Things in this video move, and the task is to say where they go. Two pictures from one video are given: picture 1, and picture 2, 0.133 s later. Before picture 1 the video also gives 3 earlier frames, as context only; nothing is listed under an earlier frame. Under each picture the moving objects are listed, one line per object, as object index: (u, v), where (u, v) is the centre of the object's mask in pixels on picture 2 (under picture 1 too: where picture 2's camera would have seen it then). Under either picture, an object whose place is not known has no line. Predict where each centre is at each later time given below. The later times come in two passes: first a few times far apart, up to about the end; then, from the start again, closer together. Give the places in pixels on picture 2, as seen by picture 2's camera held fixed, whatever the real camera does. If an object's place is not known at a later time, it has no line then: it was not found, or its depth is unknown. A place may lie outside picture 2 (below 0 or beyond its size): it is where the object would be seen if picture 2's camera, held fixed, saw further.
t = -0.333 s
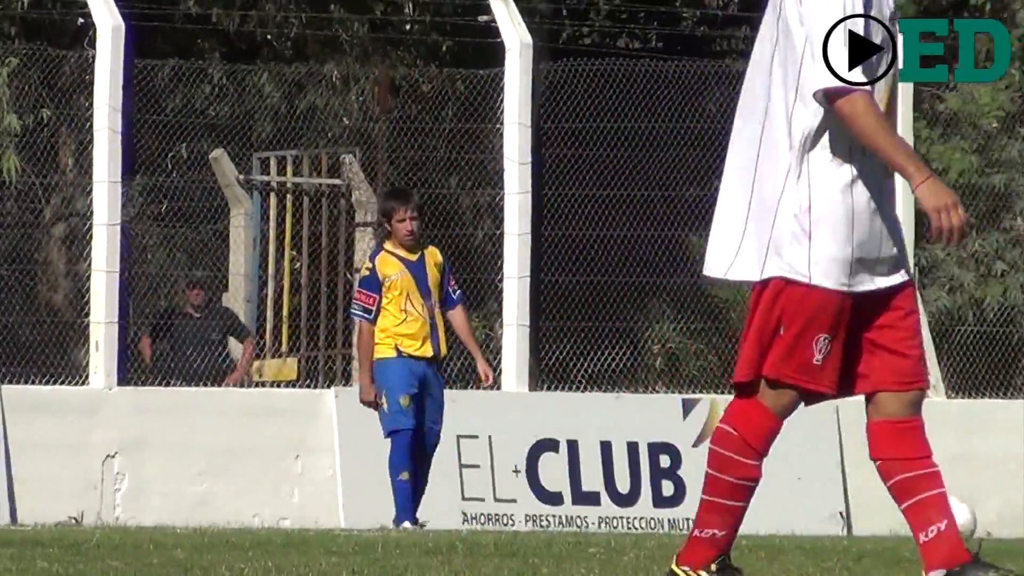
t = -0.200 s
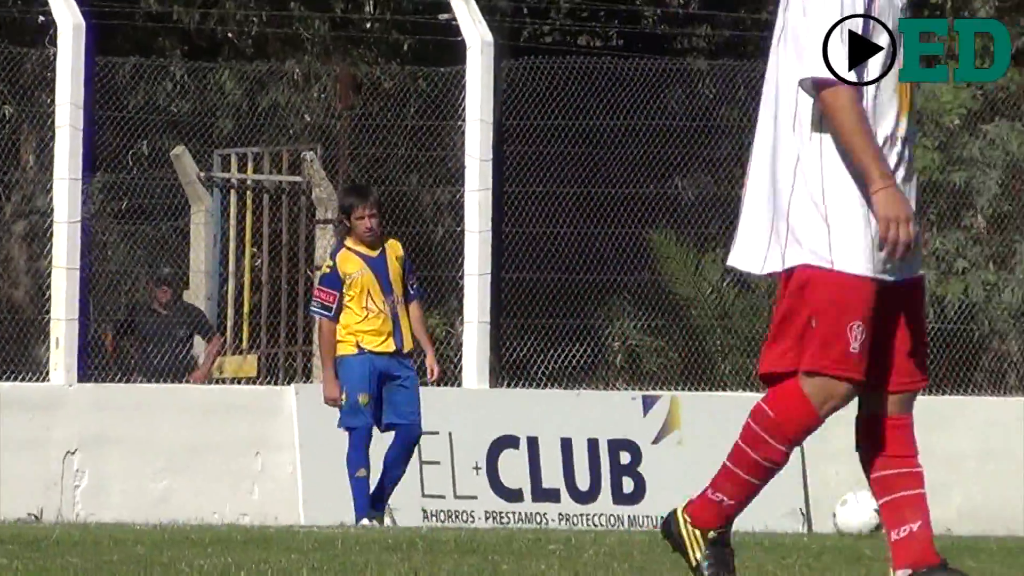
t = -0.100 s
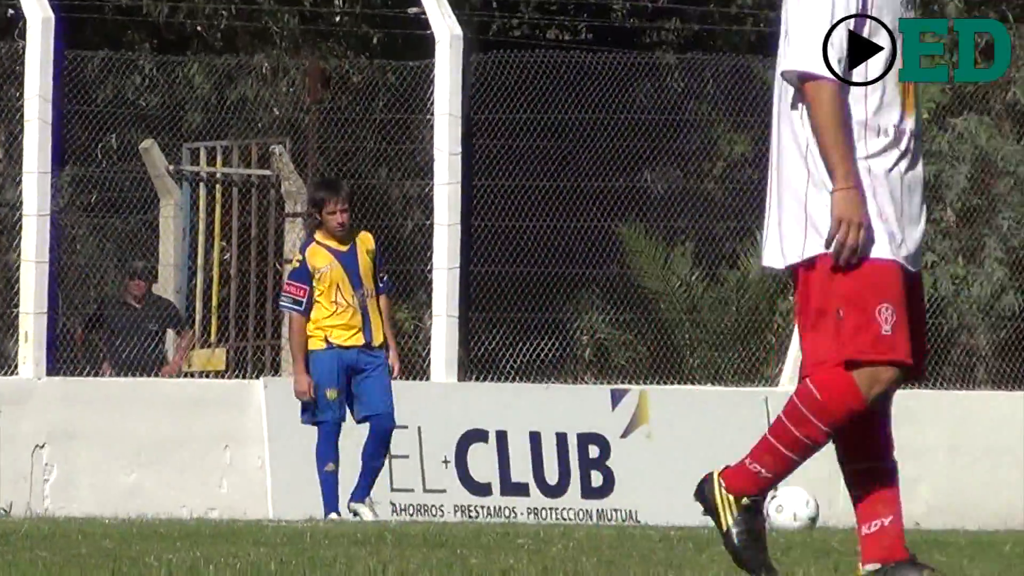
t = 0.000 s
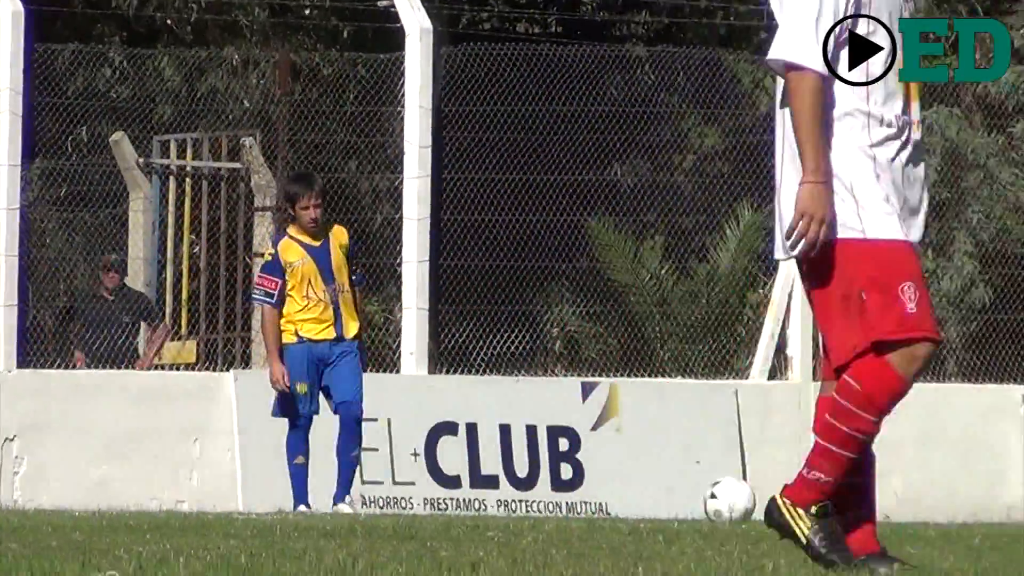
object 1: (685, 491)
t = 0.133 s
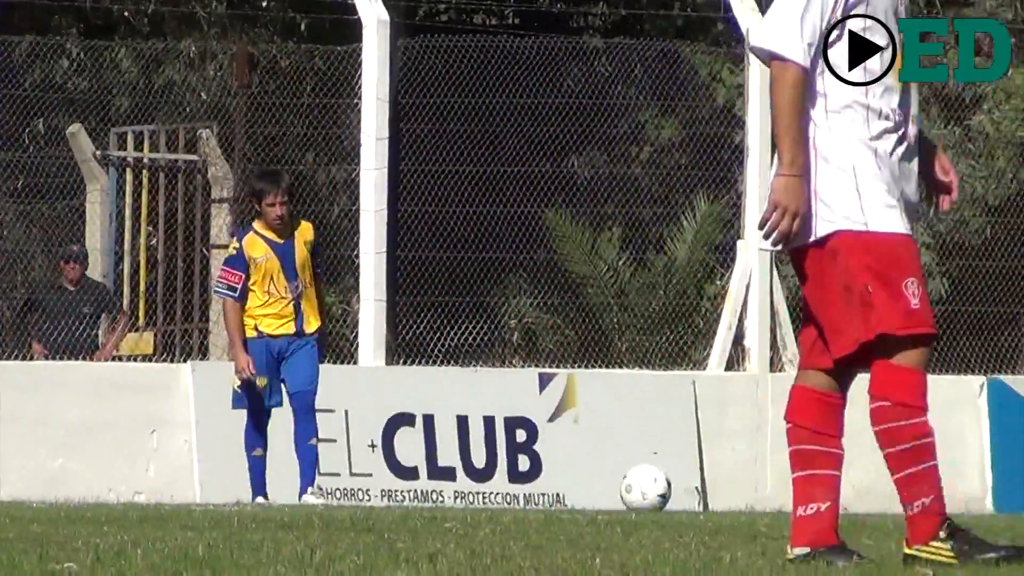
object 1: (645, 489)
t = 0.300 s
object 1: (595, 491)
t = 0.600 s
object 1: (513, 490)
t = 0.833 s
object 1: (458, 487)
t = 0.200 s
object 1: (626, 488)
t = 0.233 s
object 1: (617, 490)
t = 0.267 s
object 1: (606, 492)
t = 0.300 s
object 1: (595, 491)
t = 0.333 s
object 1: (587, 490)
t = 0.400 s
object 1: (567, 489)
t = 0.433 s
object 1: (557, 490)
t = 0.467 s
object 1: (548, 490)
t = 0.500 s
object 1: (540, 489)
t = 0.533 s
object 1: (530, 488)
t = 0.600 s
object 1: (513, 490)
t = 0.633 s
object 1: (506, 490)
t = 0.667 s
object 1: (496, 487)
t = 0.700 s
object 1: (489, 487)
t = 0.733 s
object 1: (481, 486)
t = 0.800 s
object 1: (466, 487)
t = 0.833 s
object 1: (458, 487)
